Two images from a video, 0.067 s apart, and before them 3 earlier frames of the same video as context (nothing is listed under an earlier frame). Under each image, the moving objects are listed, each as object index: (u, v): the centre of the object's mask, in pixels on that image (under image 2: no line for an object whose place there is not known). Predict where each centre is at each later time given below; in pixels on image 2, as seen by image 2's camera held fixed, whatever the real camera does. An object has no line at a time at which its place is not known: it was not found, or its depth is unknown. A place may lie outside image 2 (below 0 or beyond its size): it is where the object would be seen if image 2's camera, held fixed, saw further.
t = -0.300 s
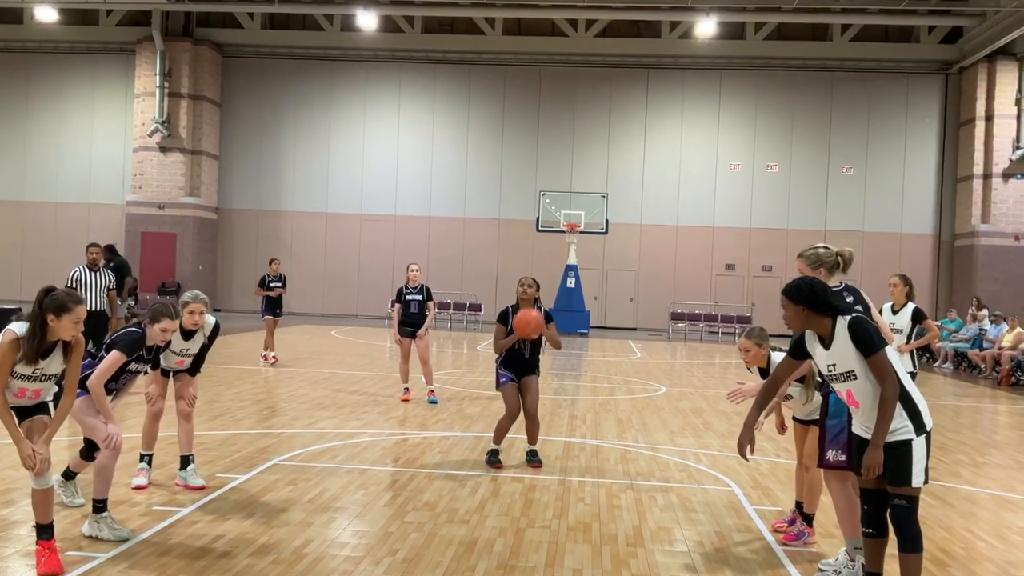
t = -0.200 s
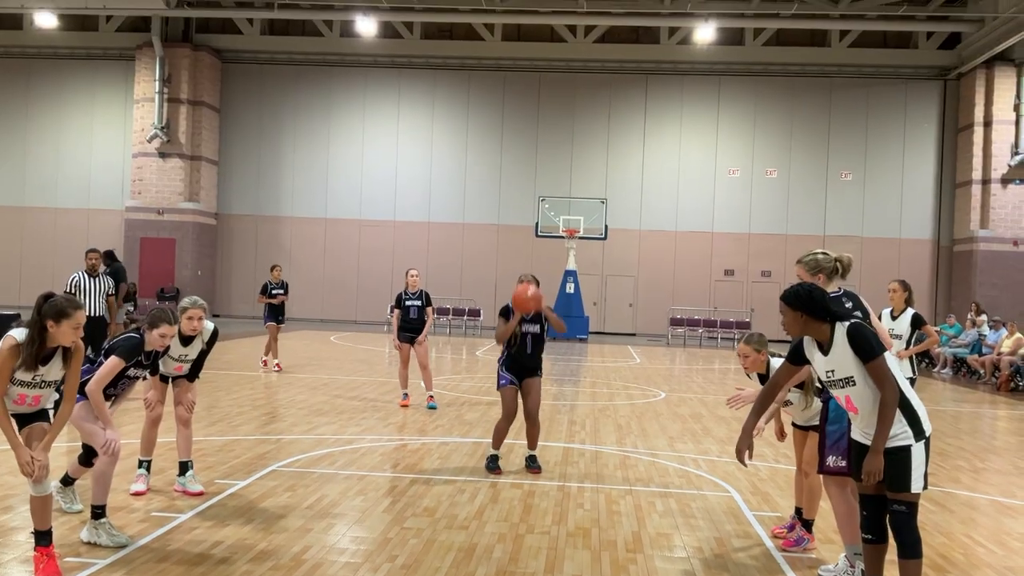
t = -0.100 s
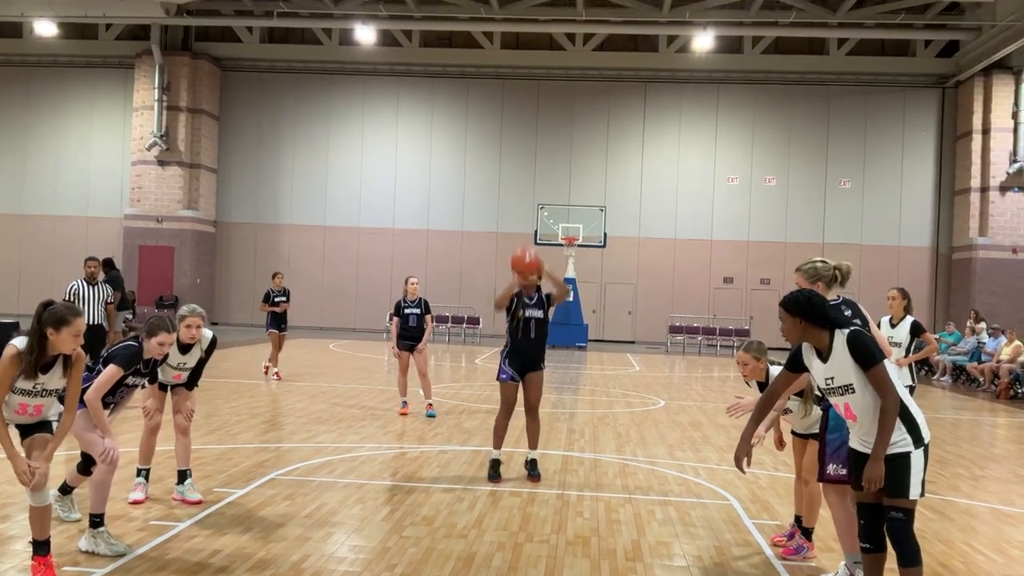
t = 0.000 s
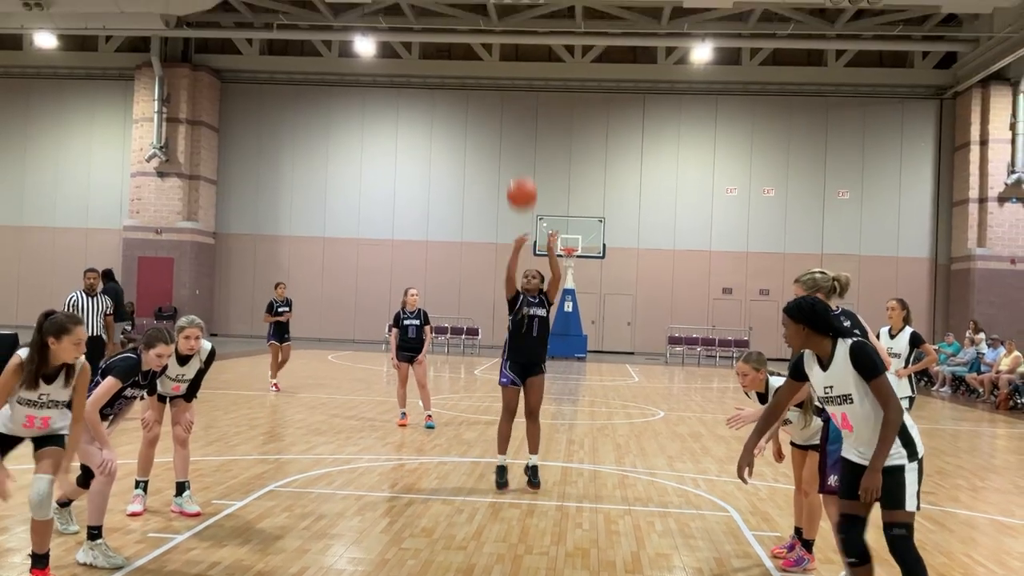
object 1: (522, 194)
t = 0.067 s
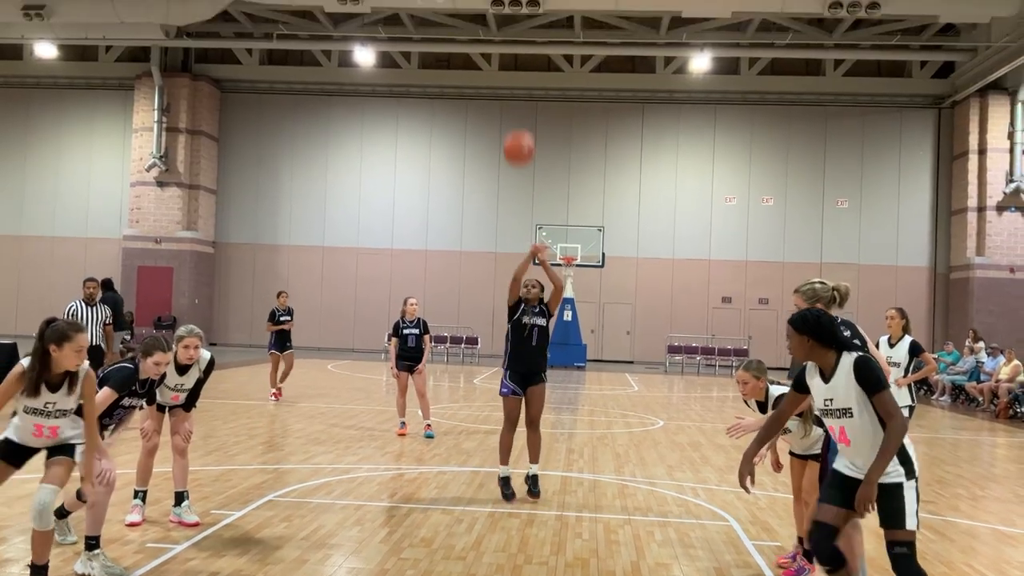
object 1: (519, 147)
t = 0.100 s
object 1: (517, 120)
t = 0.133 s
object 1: (515, 92)
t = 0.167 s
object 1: (514, 66)
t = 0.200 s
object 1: (513, 38)
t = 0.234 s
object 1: (511, 14)
